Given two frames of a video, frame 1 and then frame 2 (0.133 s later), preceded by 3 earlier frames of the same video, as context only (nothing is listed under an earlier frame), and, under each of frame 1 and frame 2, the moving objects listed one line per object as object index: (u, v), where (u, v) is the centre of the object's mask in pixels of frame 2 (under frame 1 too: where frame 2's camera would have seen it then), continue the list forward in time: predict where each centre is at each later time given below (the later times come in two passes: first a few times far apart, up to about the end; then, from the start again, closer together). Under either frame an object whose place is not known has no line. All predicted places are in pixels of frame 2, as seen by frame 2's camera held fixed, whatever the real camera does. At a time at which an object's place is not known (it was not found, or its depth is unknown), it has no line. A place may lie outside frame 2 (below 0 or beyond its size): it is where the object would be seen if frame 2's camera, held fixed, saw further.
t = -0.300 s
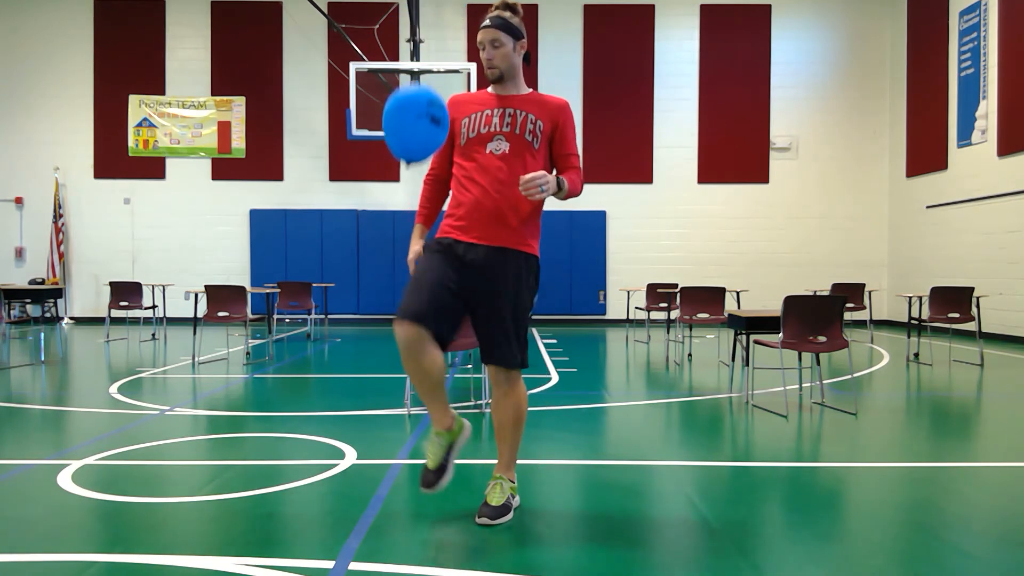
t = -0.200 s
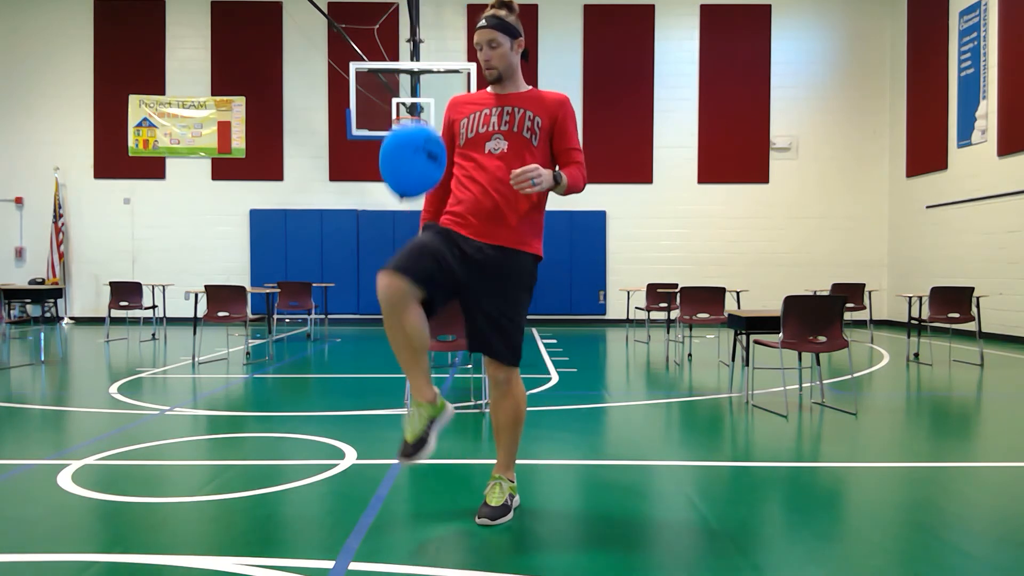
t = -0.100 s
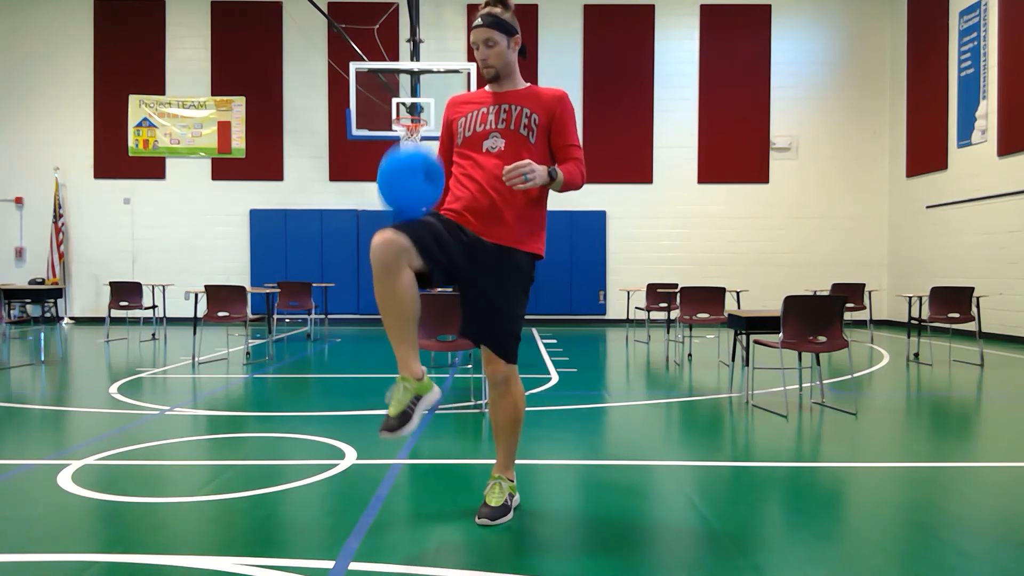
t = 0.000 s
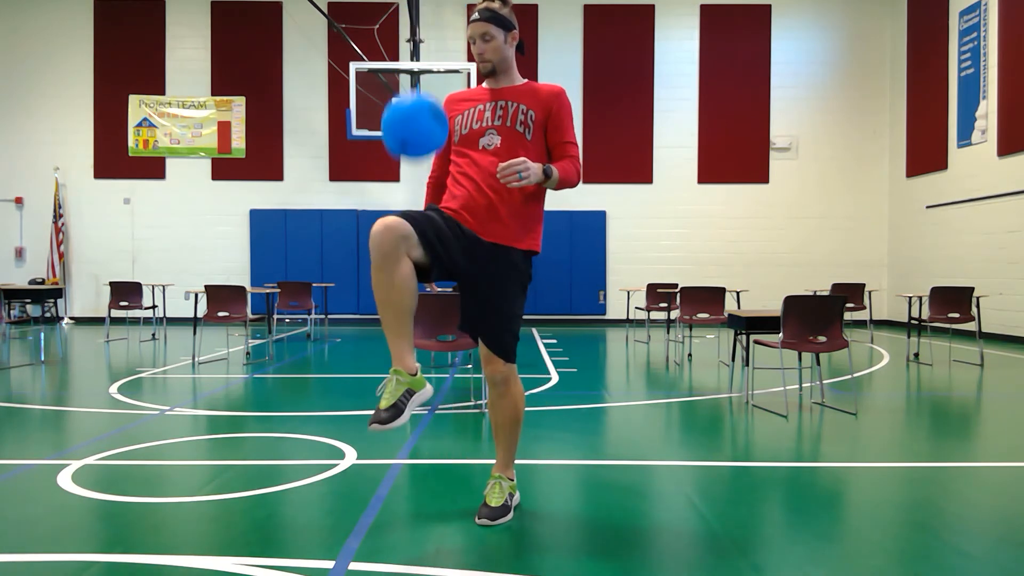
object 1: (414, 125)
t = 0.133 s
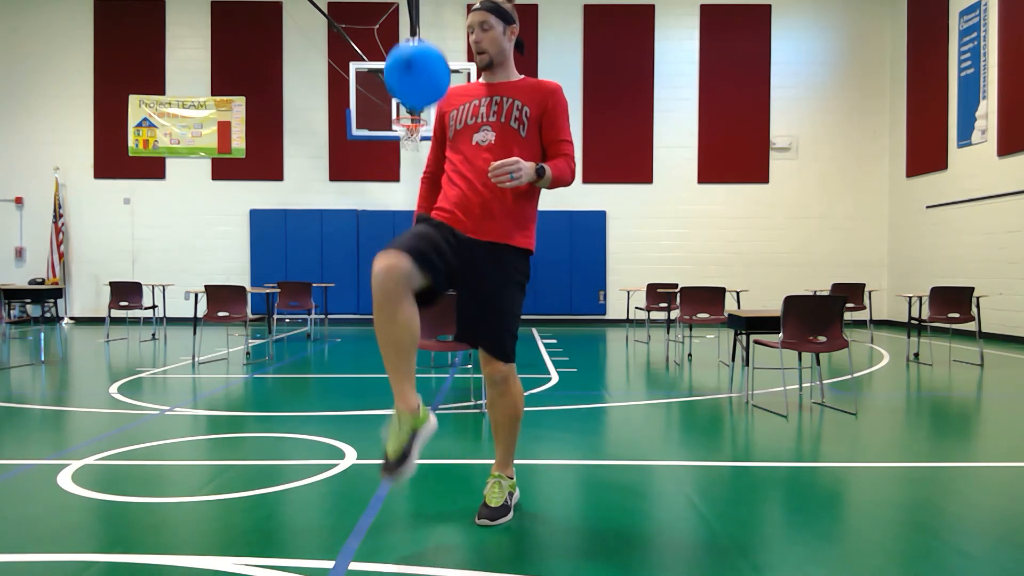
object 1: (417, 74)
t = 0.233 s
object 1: (417, 44)
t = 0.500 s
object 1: (419, 17)
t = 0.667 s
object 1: (418, 14)
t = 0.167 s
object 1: (417, 63)
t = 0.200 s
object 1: (417, 54)
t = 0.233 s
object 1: (417, 44)
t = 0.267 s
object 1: (418, 37)
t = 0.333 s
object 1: (419, 27)
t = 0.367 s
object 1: (419, 24)
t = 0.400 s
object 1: (419, 22)
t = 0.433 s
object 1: (419, 20)
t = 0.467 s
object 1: (419, 18)
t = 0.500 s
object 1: (419, 17)
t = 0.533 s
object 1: (419, 16)
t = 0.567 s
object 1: (419, 15)
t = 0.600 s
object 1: (419, 15)
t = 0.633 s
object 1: (419, 14)
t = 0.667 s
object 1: (418, 14)
